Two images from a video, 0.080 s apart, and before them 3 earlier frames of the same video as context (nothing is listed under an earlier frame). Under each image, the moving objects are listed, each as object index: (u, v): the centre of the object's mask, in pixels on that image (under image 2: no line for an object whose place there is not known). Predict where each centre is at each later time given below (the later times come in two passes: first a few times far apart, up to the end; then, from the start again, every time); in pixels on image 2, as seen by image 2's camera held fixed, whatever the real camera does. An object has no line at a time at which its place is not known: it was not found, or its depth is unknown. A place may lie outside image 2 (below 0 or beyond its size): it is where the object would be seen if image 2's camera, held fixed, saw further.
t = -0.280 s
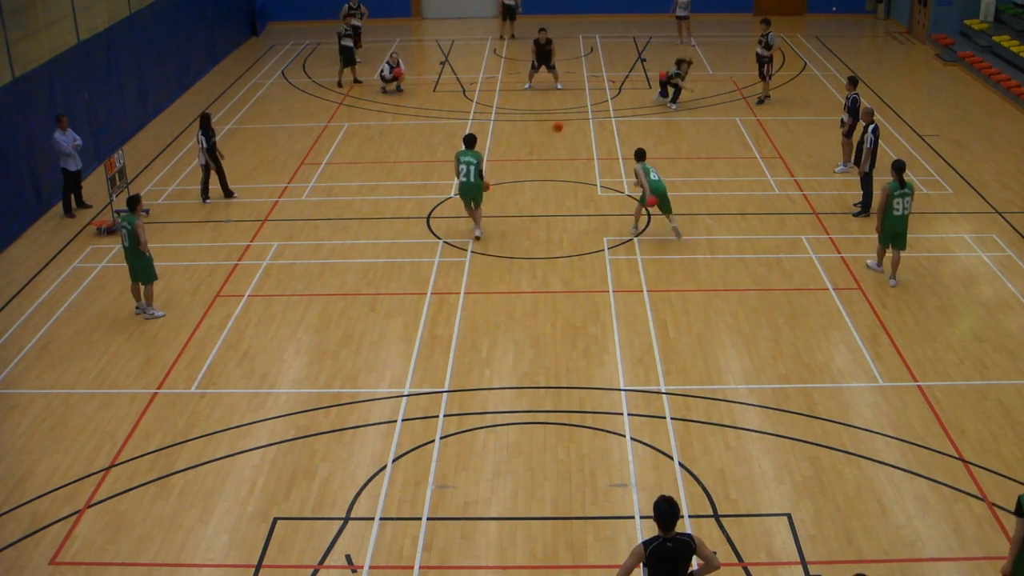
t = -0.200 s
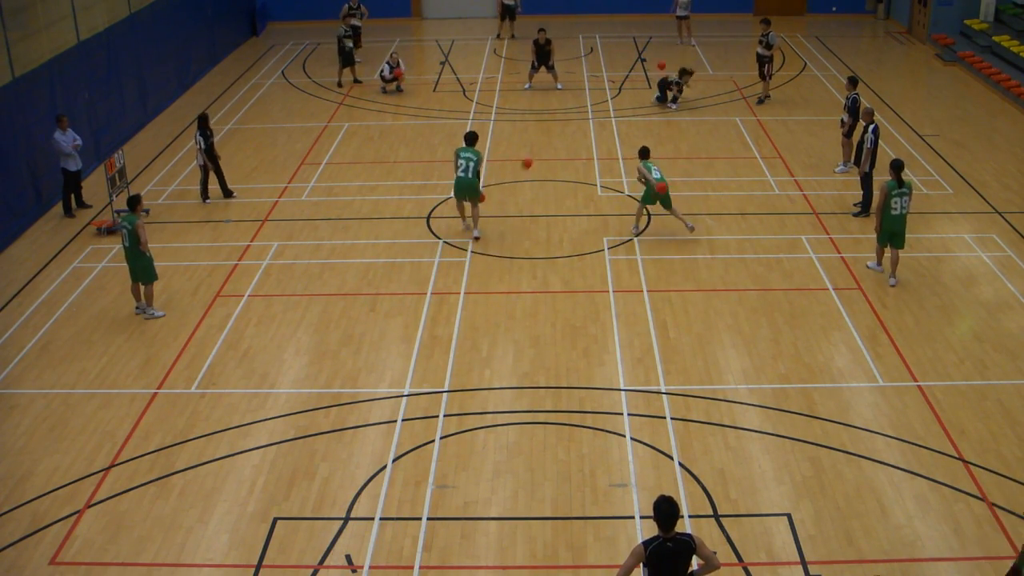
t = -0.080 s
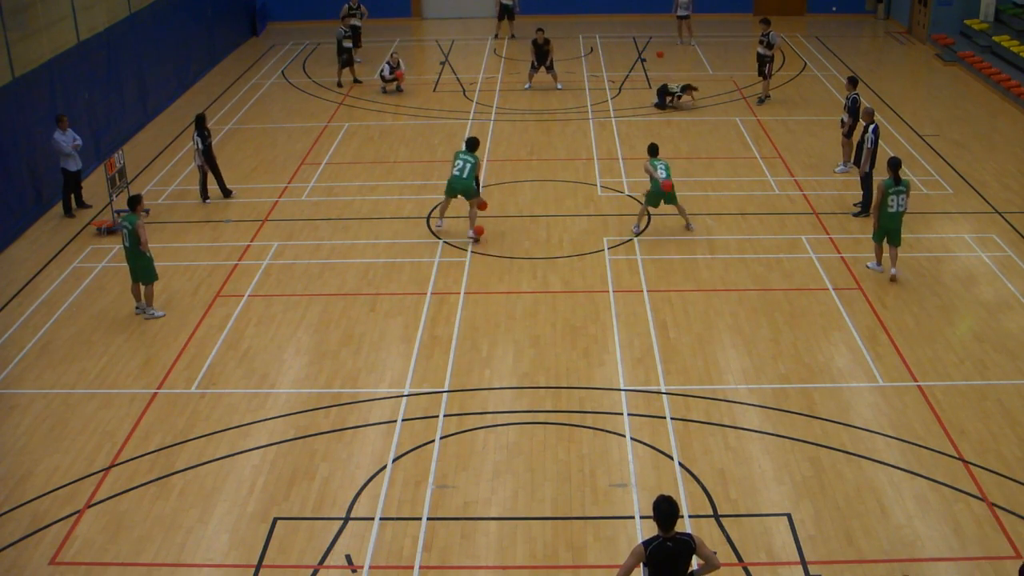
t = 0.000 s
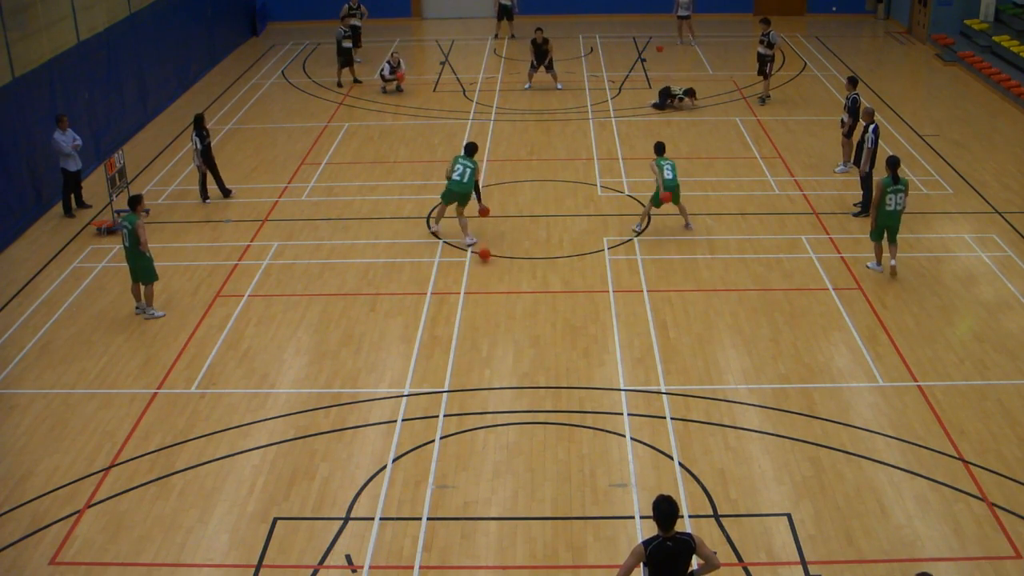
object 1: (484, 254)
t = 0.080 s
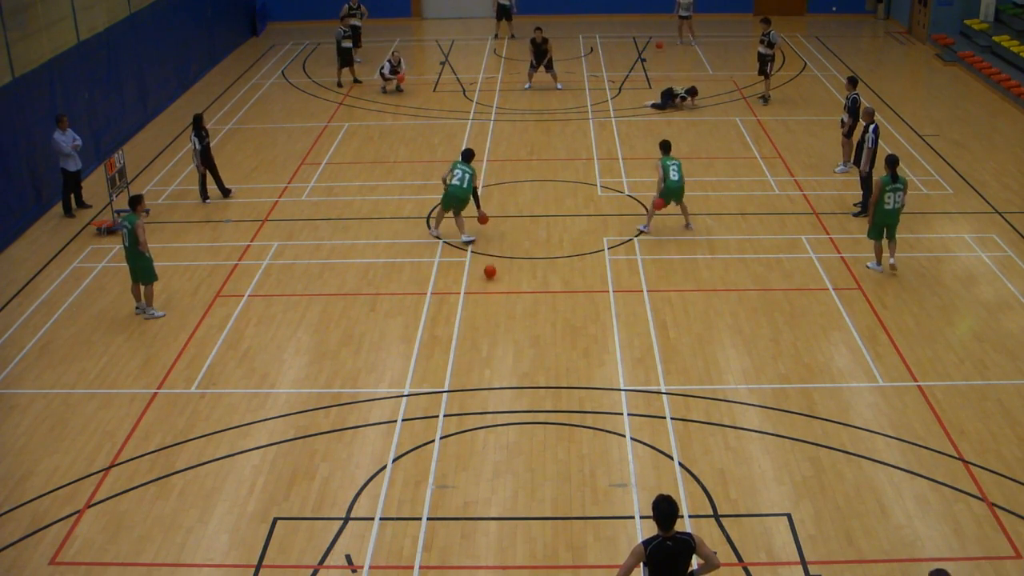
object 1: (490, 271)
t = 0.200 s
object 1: (497, 293)
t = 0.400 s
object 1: (508, 333)
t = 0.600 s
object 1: (520, 376)
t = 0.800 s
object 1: (532, 420)
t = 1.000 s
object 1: (543, 471)
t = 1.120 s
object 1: (549, 501)
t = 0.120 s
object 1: (492, 277)
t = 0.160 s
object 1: (494, 284)
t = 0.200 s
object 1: (497, 293)
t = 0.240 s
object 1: (499, 303)
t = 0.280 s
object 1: (502, 312)
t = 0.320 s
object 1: (504, 317)
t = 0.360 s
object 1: (506, 325)
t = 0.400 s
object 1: (508, 333)
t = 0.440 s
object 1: (511, 343)
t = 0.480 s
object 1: (513, 352)
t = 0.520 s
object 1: (516, 358)
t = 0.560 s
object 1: (518, 366)
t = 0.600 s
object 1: (520, 376)
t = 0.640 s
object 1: (523, 386)
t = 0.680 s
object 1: (525, 395)
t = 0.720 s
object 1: (528, 402)
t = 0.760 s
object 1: (530, 410)
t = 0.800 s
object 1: (532, 420)
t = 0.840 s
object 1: (534, 433)
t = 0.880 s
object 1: (537, 442)
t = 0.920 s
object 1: (539, 450)
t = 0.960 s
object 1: (541, 460)
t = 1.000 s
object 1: (543, 471)
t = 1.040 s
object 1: (545, 483)
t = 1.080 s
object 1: (547, 492)
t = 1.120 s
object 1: (549, 501)
